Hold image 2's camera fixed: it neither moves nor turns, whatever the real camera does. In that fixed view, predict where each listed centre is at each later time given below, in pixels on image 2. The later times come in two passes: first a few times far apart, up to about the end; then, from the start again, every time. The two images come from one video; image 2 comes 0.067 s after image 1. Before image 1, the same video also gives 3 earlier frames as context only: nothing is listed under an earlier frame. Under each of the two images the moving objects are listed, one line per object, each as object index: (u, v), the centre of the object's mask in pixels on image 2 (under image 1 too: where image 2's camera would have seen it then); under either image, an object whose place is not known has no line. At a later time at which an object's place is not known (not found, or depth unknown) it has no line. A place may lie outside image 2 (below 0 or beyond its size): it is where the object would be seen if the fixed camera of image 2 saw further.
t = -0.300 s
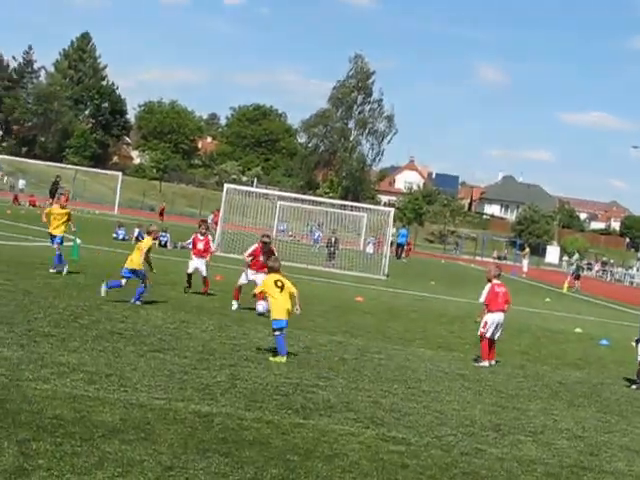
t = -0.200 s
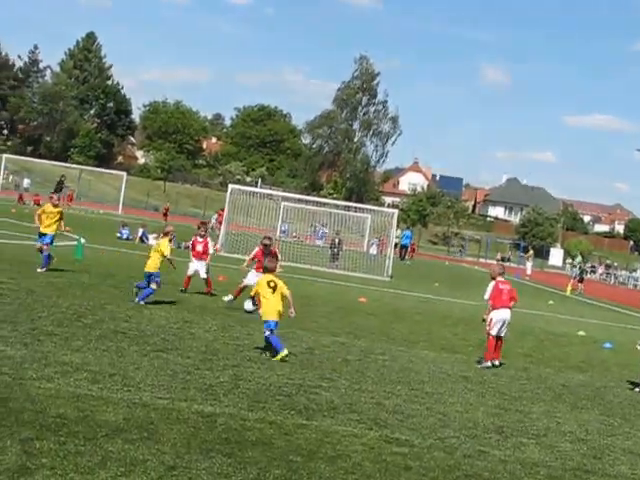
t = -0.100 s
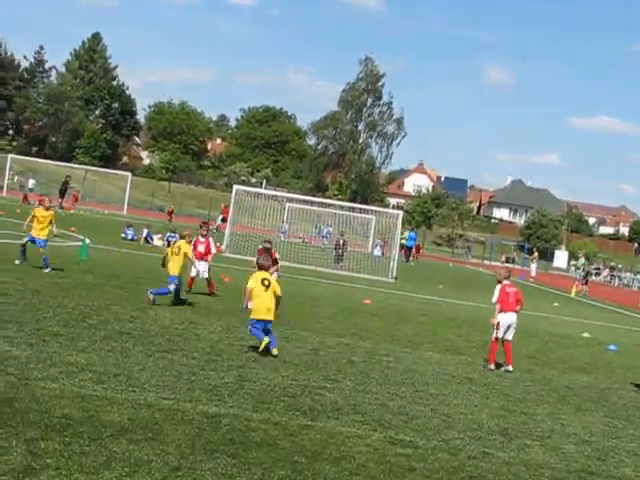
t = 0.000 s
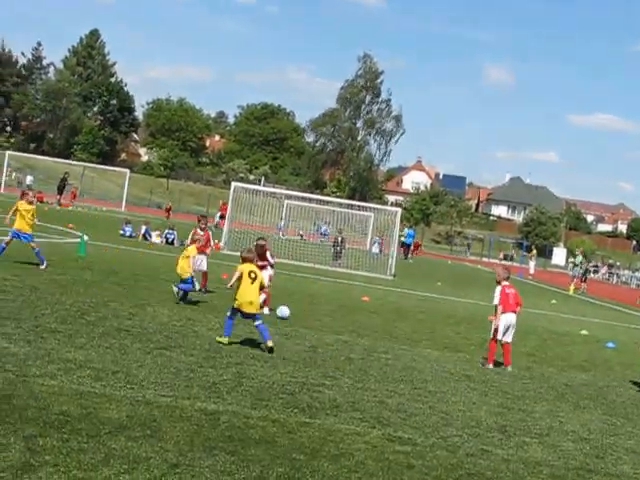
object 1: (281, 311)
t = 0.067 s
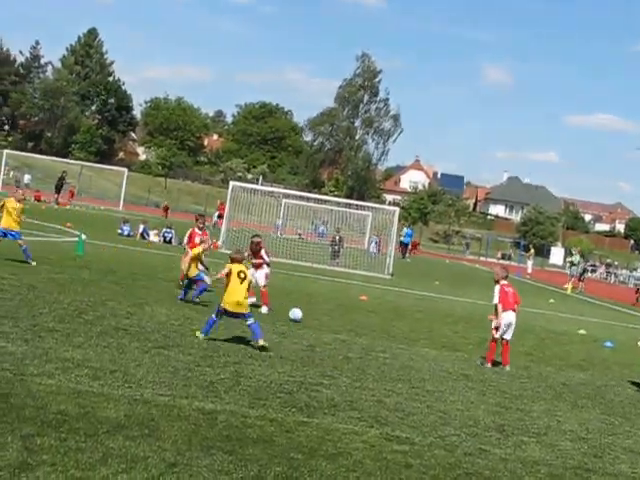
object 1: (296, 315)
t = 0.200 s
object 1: (323, 322)
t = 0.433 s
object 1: (362, 333)
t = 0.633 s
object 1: (395, 341)
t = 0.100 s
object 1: (303, 318)
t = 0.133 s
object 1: (309, 319)
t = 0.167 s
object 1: (316, 321)
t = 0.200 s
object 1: (323, 322)
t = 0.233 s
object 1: (329, 324)
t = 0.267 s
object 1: (335, 326)
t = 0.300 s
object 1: (340, 327)
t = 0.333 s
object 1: (346, 329)
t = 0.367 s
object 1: (351, 330)
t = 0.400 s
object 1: (357, 332)
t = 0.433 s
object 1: (362, 333)
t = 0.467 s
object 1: (368, 333)
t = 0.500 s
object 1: (373, 335)
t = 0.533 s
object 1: (379, 337)
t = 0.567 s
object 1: (384, 338)
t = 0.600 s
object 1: (390, 340)
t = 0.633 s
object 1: (395, 341)
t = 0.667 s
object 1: (400, 342)
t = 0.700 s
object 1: (405, 344)
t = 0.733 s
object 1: (411, 345)
